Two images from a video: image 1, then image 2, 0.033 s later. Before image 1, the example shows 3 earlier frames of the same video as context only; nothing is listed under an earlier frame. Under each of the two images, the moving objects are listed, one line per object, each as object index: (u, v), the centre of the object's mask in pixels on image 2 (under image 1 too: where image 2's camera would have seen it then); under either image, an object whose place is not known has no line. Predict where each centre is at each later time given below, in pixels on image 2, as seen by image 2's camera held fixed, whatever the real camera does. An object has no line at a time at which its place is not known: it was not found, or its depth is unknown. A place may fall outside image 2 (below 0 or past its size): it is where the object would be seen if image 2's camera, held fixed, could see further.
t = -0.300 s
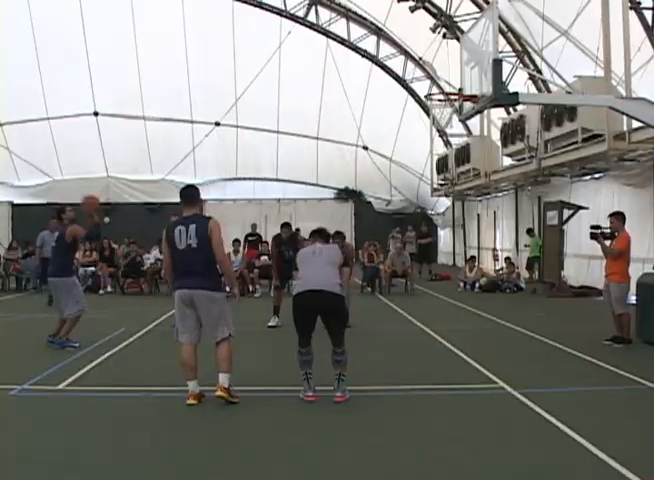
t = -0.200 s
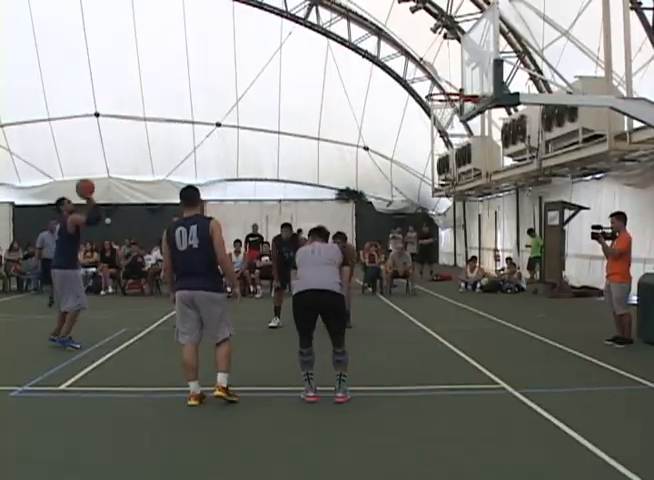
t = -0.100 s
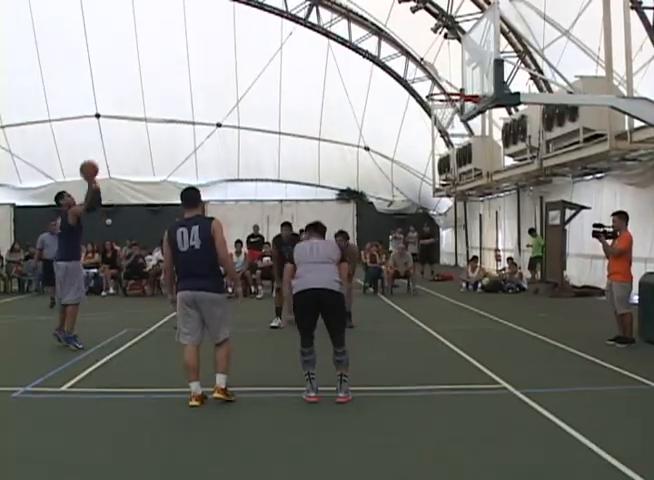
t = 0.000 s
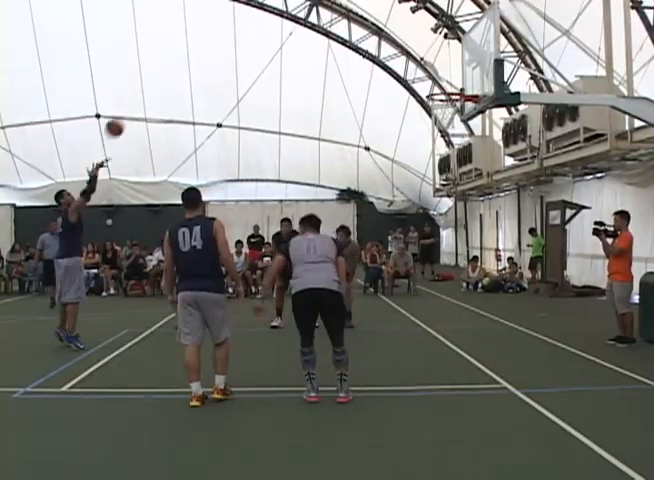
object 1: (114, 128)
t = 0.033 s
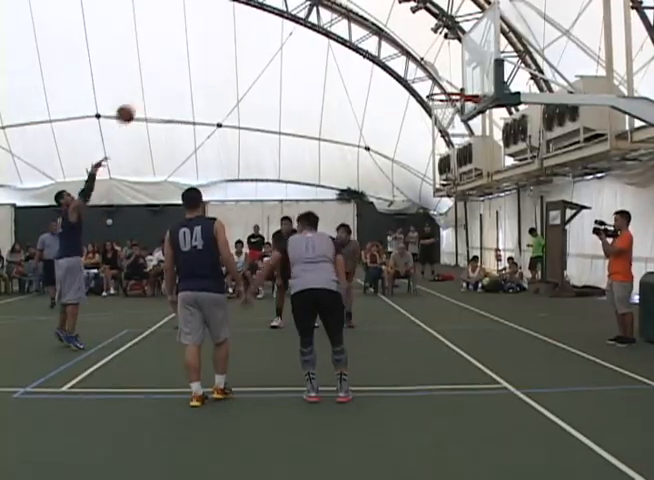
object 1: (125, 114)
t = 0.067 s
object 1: (136, 100)
